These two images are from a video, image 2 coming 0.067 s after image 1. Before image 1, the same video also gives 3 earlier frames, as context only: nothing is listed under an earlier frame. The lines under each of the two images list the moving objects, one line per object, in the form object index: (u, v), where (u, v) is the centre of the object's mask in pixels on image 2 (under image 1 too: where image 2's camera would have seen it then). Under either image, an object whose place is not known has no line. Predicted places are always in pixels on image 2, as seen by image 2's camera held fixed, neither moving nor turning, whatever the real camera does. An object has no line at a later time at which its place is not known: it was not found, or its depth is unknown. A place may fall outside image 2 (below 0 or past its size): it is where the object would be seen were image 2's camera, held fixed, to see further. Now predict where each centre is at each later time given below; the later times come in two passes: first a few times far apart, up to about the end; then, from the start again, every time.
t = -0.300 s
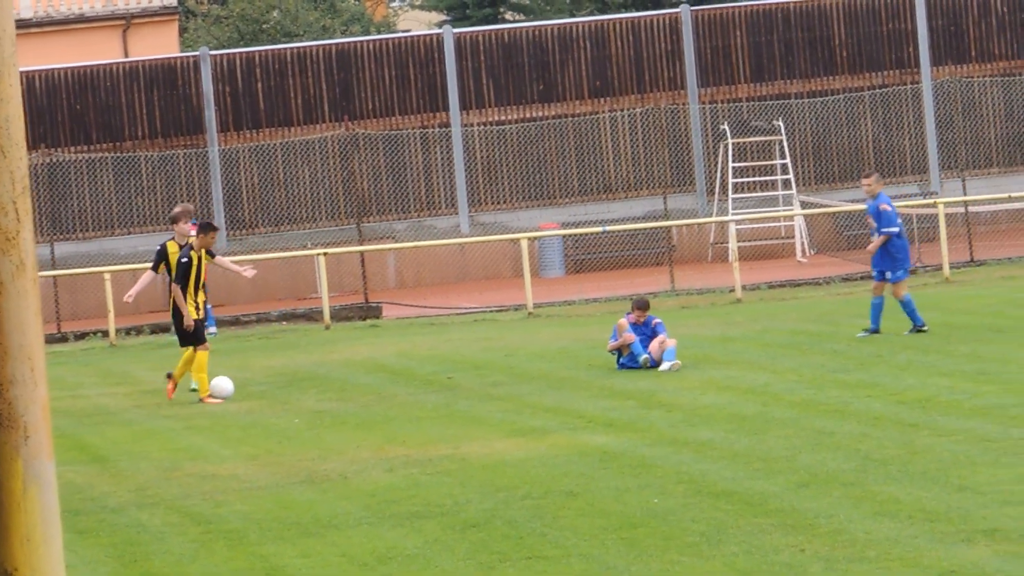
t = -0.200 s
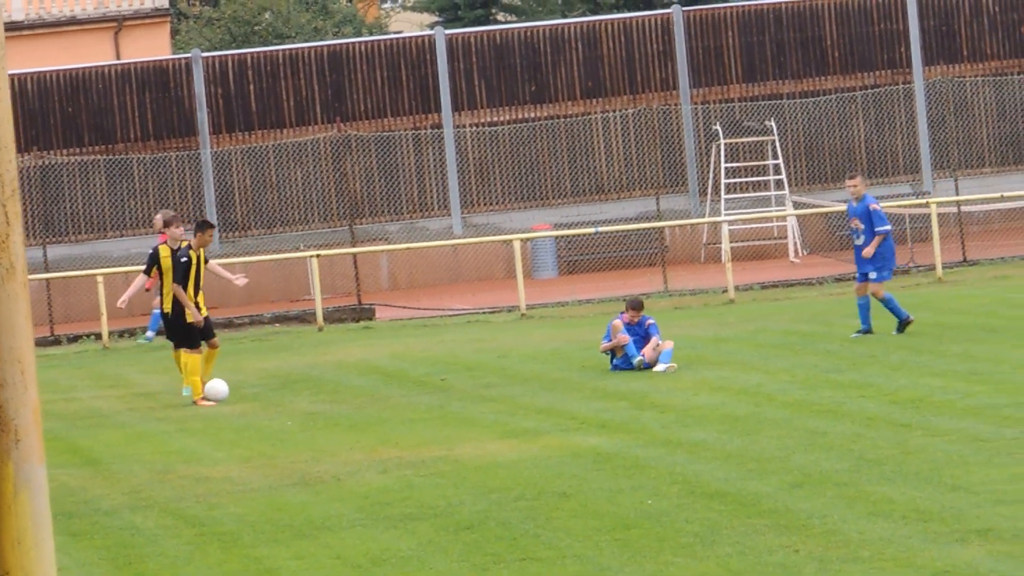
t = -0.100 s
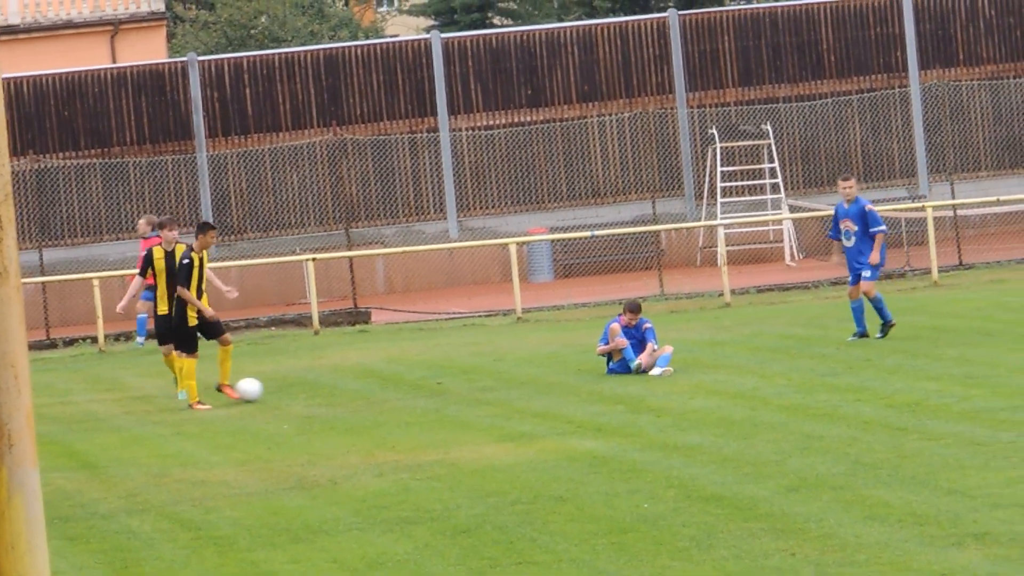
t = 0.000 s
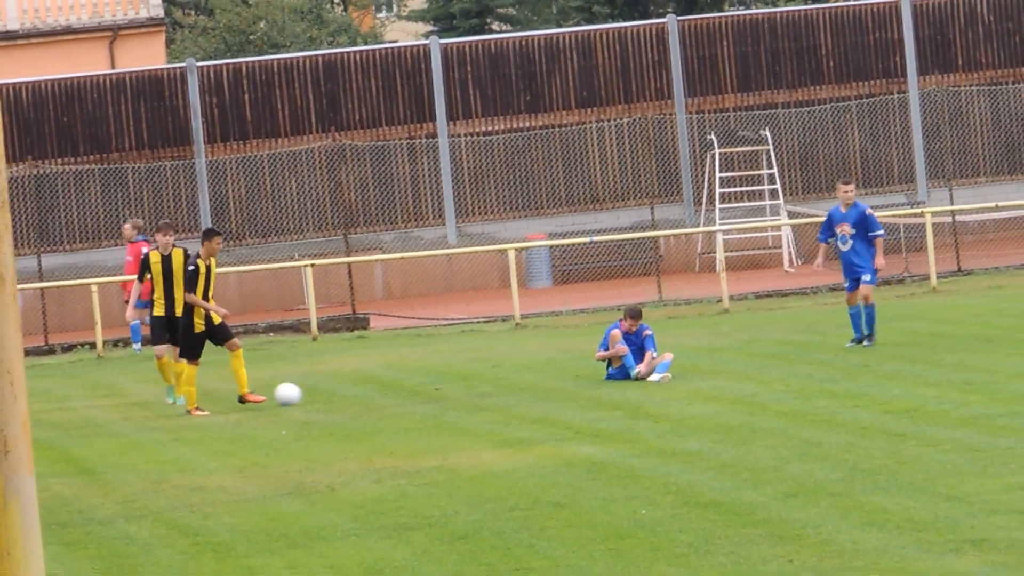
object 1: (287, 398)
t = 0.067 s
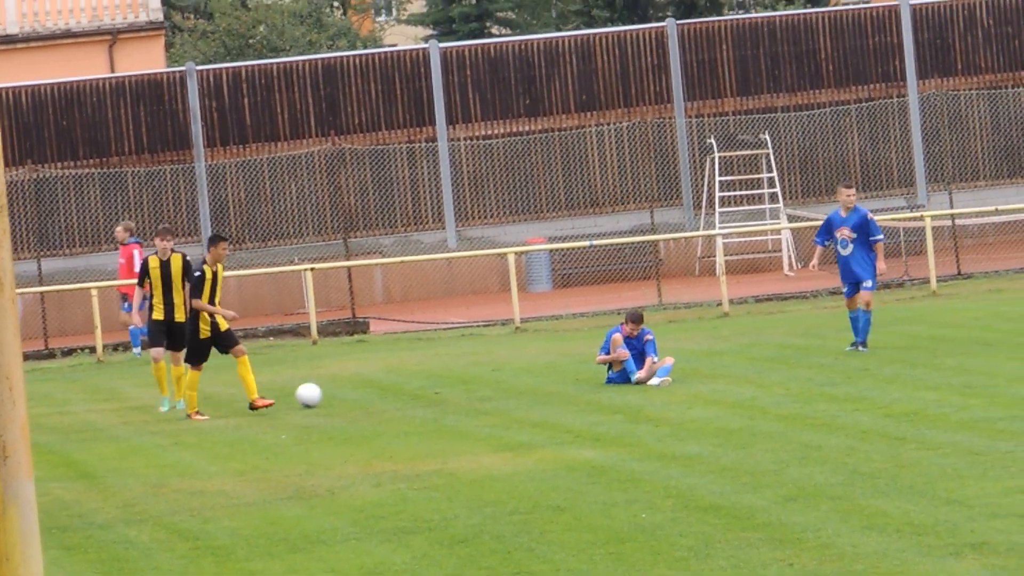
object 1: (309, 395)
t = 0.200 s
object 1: (345, 393)
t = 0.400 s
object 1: (391, 390)
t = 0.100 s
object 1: (318, 392)
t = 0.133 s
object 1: (327, 392)
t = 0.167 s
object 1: (336, 392)
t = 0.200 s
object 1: (345, 393)
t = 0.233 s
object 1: (354, 393)
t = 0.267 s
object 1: (362, 393)
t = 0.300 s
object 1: (369, 391)
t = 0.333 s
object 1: (377, 390)
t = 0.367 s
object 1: (383, 390)
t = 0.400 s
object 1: (391, 390)
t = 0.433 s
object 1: (398, 391)
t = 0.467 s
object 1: (405, 390)
